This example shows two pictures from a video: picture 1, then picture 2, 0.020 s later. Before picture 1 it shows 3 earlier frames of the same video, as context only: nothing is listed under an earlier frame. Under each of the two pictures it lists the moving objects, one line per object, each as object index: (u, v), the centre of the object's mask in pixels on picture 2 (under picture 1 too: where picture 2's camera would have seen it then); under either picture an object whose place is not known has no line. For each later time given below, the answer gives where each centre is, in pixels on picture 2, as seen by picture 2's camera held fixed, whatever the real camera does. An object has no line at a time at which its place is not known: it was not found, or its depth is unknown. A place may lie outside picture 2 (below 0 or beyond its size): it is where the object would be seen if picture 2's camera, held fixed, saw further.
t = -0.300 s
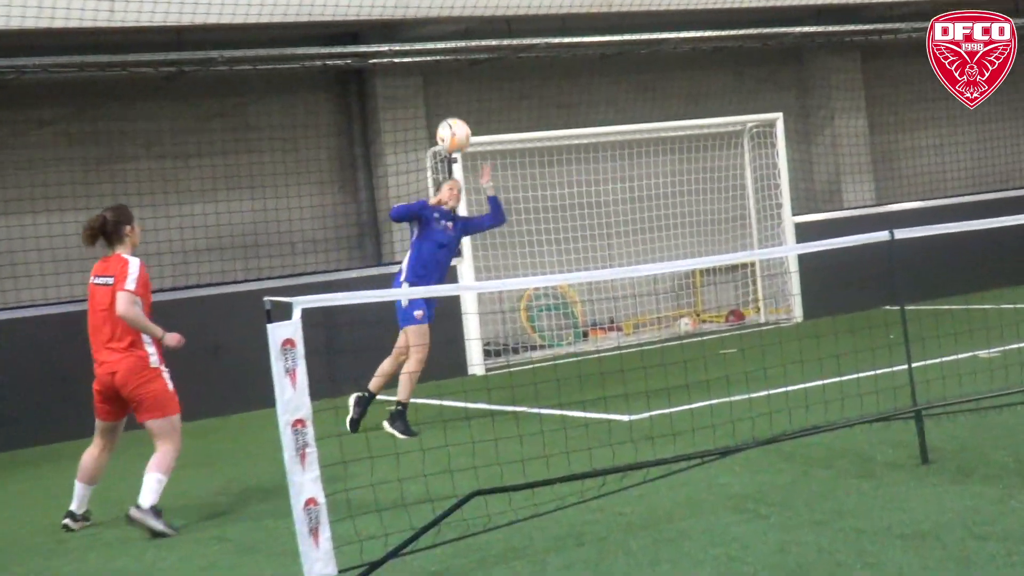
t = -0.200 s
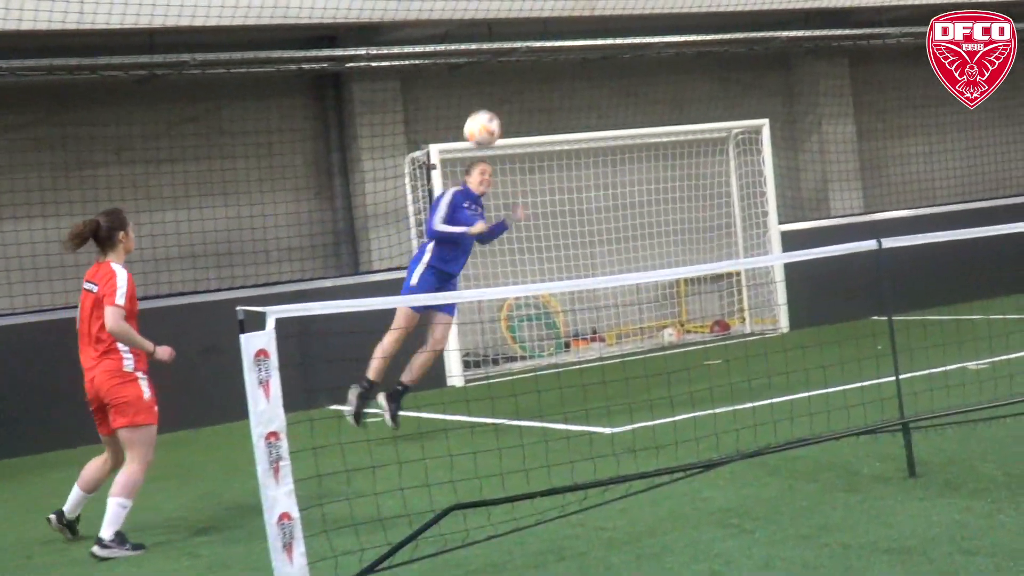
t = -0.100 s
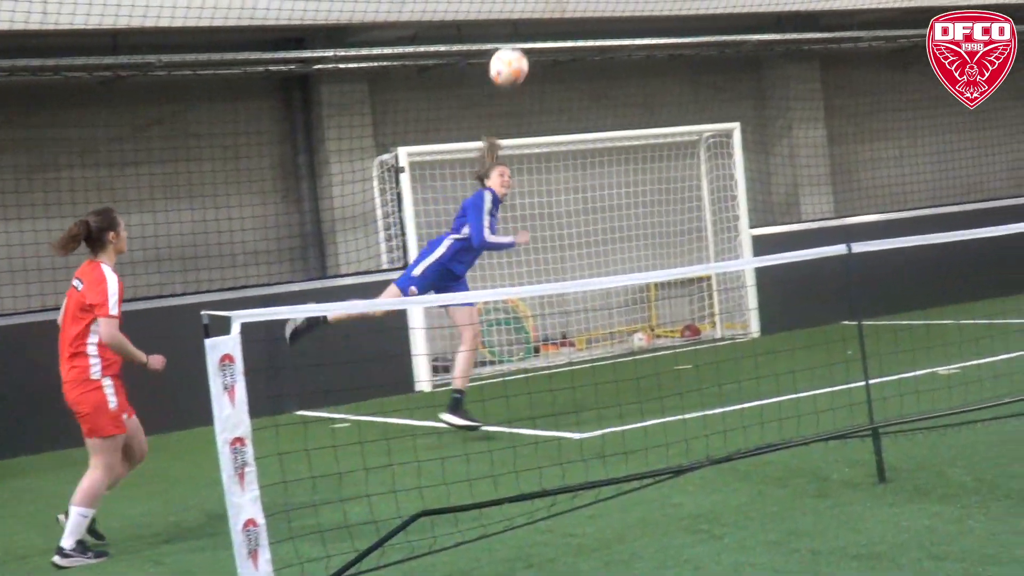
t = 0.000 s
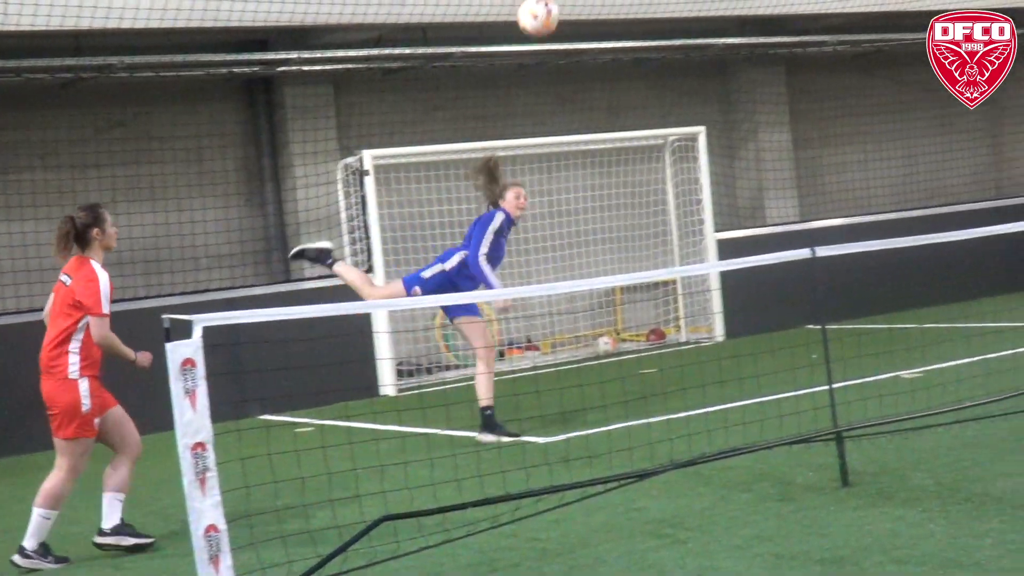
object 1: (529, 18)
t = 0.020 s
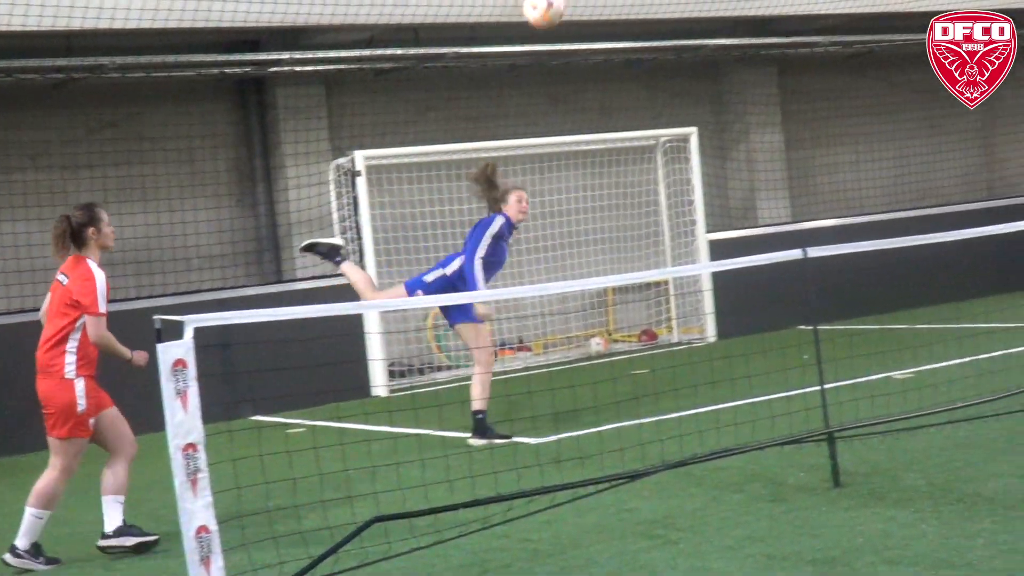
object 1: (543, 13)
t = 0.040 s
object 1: (557, 8)
